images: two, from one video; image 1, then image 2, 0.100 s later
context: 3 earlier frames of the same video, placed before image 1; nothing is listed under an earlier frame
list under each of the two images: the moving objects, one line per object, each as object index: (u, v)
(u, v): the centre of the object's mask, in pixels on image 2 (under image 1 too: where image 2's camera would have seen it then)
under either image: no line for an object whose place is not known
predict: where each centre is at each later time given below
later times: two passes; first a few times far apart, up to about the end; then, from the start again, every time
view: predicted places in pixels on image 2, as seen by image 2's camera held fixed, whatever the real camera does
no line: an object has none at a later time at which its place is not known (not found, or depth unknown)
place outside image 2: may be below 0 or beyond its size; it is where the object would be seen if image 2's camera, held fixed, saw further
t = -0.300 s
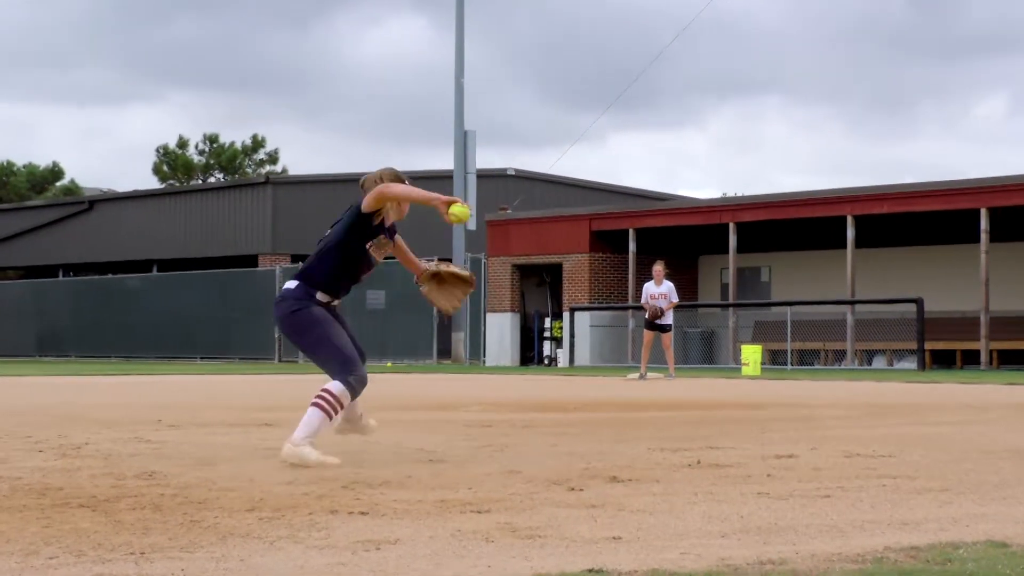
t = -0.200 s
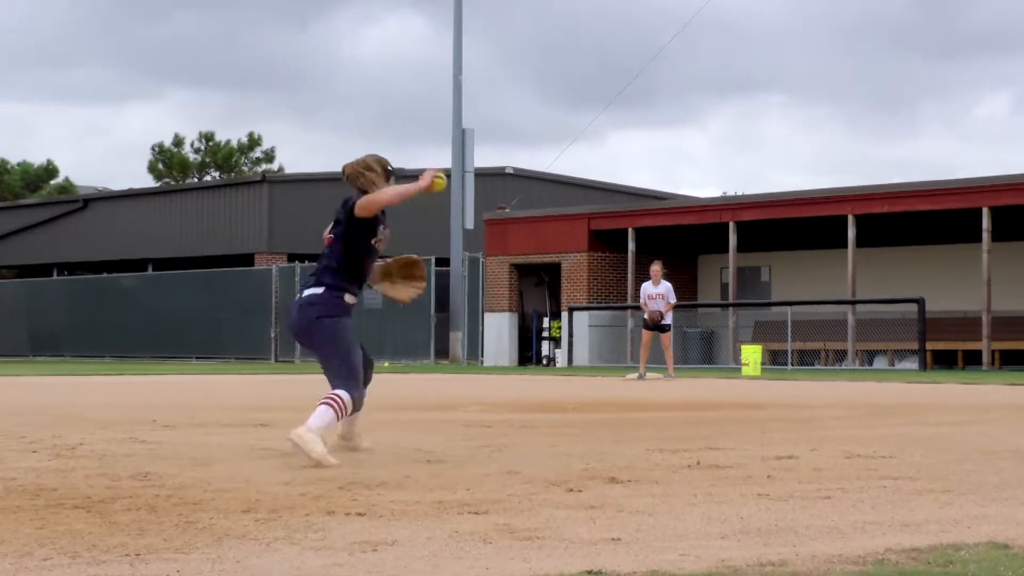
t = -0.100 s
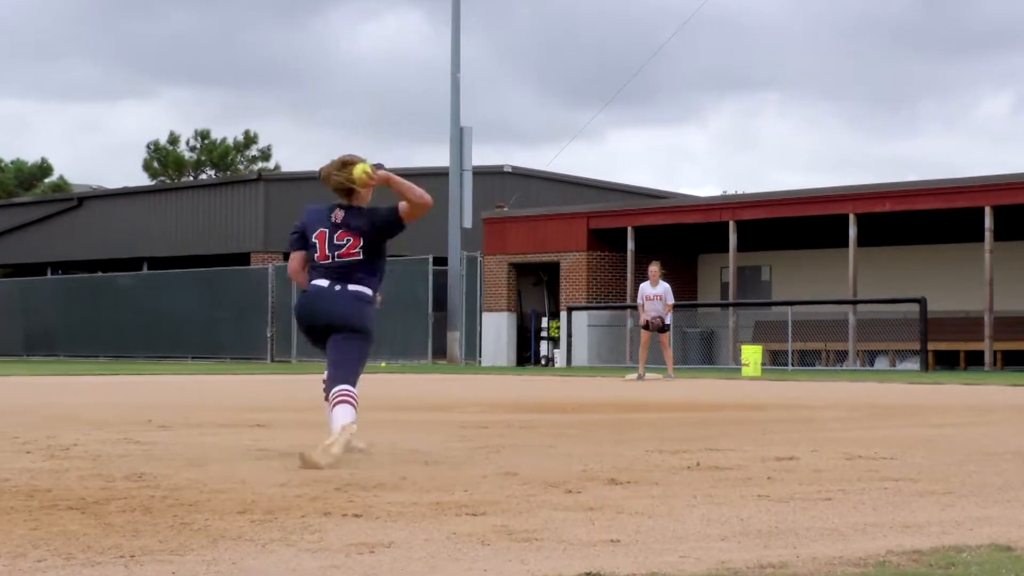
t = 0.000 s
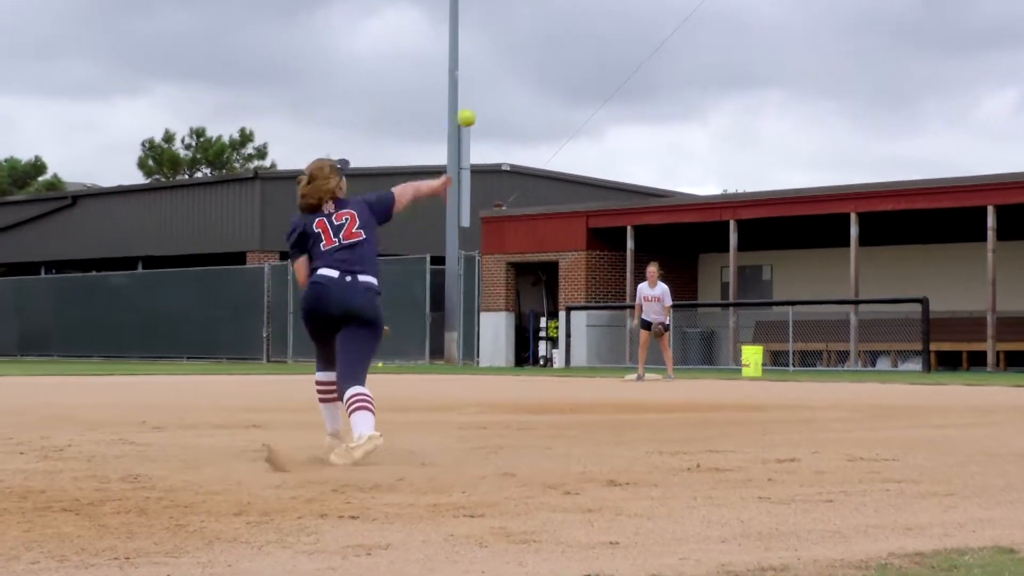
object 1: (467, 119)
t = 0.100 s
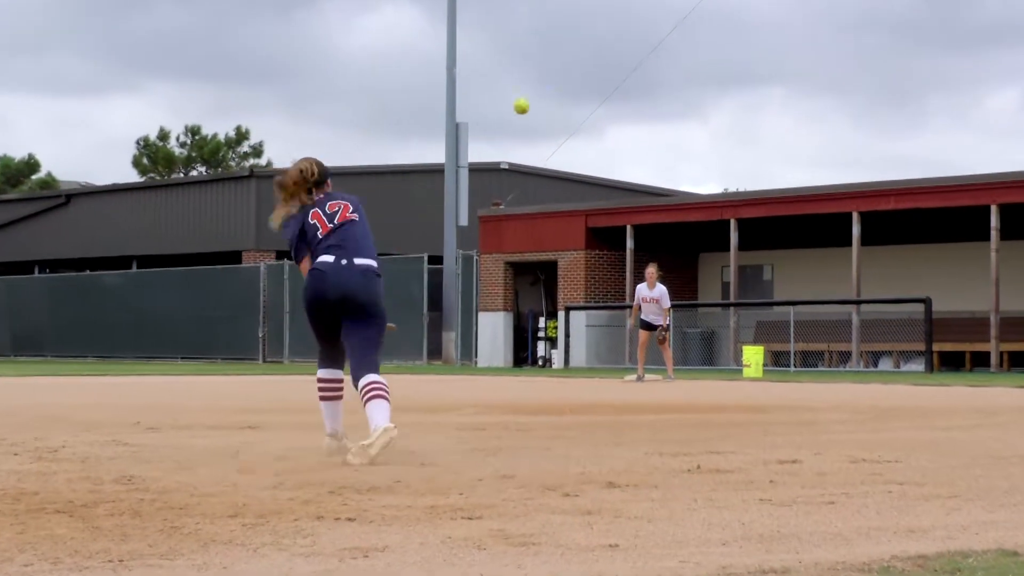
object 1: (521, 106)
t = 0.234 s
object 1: (575, 112)
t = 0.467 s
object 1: (639, 161)
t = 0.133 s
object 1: (536, 106)
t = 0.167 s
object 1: (550, 107)
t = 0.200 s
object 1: (563, 110)
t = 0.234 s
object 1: (575, 112)
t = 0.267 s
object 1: (586, 118)
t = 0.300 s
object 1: (596, 124)
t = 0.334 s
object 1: (606, 129)
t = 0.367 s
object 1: (614, 135)
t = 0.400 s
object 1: (623, 144)
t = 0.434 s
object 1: (631, 153)
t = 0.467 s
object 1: (639, 161)
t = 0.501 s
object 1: (647, 171)
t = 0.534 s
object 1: (654, 180)
